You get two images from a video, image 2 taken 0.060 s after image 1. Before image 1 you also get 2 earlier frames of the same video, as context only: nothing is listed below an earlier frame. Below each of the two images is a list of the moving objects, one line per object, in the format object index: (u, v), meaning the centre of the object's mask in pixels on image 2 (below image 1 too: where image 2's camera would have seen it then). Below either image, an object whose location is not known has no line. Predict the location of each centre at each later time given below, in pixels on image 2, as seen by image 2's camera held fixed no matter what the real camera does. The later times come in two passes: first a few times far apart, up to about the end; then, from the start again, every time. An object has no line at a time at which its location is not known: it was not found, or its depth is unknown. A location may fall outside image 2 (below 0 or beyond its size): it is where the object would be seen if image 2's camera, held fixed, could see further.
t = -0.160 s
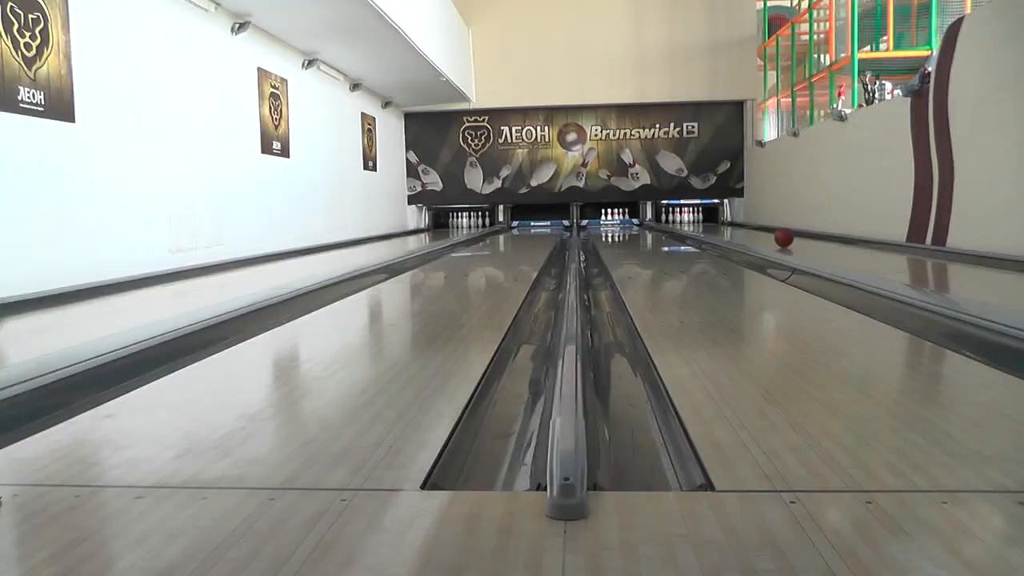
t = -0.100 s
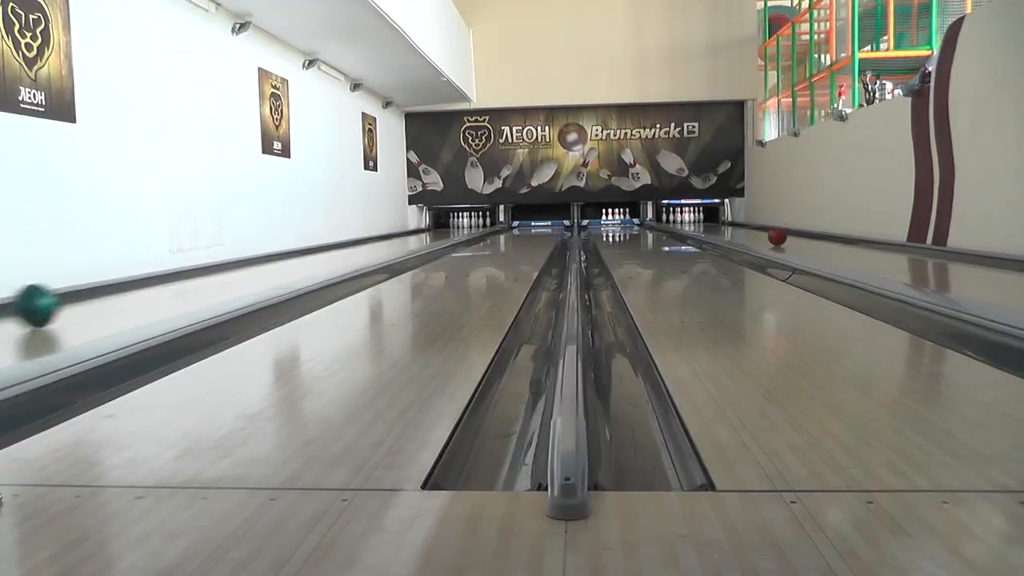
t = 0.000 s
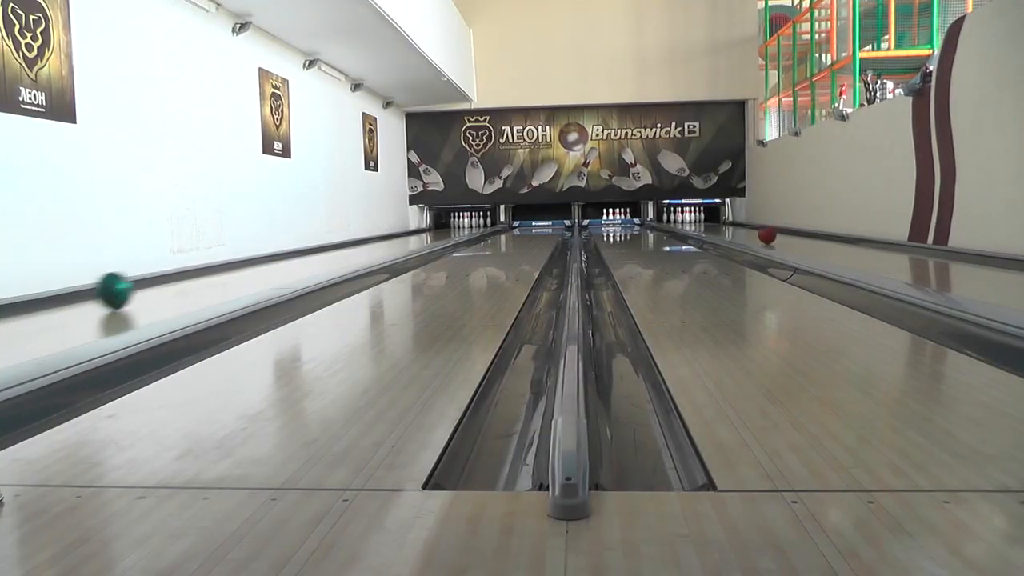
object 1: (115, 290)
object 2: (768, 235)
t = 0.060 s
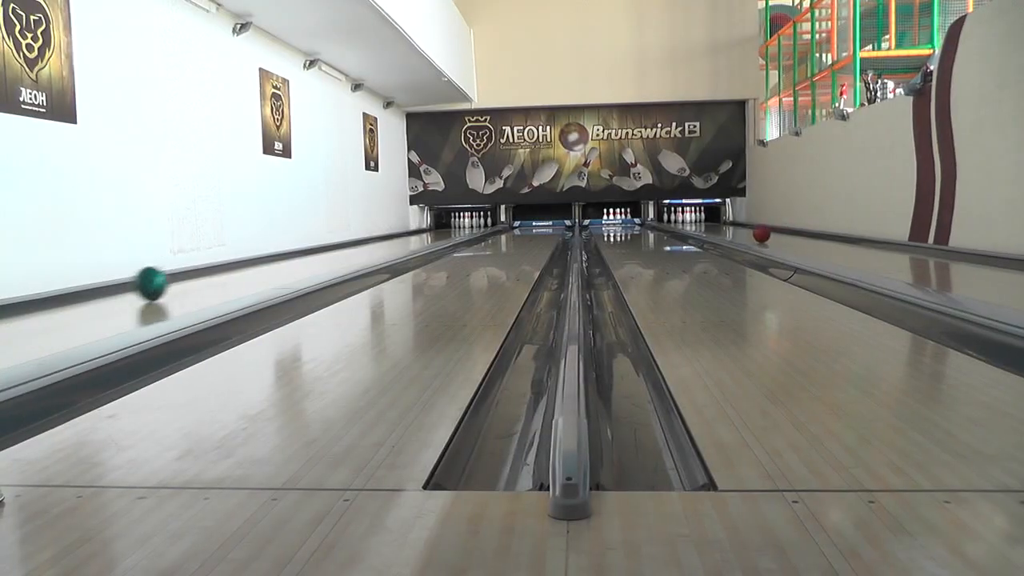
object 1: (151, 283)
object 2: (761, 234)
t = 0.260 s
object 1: (239, 266)
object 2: (743, 232)
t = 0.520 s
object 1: (311, 252)
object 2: (723, 229)
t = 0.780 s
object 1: (357, 244)
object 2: (704, 228)
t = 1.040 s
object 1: (390, 238)
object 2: (696, 227)
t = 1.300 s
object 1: (414, 234)
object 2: (688, 225)
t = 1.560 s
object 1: (433, 230)
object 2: (683, 224)
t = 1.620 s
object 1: (437, 229)
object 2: (681, 224)
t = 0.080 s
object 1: (162, 281)
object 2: (760, 233)
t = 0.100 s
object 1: (172, 279)
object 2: (758, 233)
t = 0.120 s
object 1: (182, 277)
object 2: (755, 233)
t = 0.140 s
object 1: (191, 275)
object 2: (753, 232)
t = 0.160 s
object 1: (200, 274)
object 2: (751, 232)
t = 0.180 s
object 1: (208, 272)
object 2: (750, 232)
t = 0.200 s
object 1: (216, 270)
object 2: (749, 232)
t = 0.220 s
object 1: (224, 269)
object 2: (746, 232)
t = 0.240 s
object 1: (231, 267)
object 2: (745, 232)
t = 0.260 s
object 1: (239, 266)
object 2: (743, 232)
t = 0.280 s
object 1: (245, 265)
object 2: (741, 232)
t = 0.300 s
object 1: (253, 263)
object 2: (739, 231)
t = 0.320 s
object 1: (258, 262)
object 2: (738, 230)
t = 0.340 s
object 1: (265, 261)
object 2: (736, 231)
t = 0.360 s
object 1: (270, 260)
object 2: (735, 230)
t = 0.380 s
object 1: (276, 259)
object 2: (733, 230)
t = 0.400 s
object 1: (281, 258)
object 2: (731, 230)
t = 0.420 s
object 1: (287, 257)
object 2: (729, 229)
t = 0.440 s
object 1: (292, 256)
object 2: (728, 229)
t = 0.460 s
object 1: (296, 255)
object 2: (727, 229)
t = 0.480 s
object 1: (302, 254)
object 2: (726, 229)
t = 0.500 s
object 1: (306, 253)
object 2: (724, 229)
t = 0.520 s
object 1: (311, 252)
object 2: (723, 229)
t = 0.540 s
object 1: (315, 252)
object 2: (721, 229)
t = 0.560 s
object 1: (319, 251)
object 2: (720, 228)
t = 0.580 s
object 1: (323, 250)
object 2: (719, 228)
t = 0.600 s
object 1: (327, 249)
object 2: (718, 228)
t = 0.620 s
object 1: (331, 249)
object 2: (717, 228)
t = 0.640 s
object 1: (334, 248)
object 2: (715, 228)
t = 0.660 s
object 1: (338, 247)
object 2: (714, 228)
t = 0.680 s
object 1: (342, 246)
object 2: (713, 228)
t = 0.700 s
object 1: (345, 246)
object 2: (713, 228)
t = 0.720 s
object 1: (349, 245)
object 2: (708, 229)
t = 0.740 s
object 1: (351, 245)
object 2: (707, 229)
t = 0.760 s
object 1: (354, 244)
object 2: (707, 229)
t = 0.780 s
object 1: (357, 244)
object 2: (704, 228)
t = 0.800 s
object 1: (361, 243)
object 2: (703, 228)
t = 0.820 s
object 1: (363, 243)
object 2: (703, 228)
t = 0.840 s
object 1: (366, 243)
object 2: (703, 228)
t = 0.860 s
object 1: (368, 242)
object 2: (703, 228)
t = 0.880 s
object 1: (371, 242)
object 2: (703, 228)
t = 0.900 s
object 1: (374, 241)
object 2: (702, 228)
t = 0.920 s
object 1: (377, 241)
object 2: (701, 228)
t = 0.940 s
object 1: (379, 240)
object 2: (701, 227)
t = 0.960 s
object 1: (381, 240)
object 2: (700, 227)
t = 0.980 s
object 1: (384, 239)
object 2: (699, 227)
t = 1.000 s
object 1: (386, 239)
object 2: (697, 227)
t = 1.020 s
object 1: (388, 239)
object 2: (696, 227)
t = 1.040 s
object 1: (390, 238)
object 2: (696, 227)
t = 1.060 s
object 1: (392, 238)
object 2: (695, 227)
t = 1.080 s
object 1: (394, 238)
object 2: (695, 227)
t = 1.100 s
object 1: (396, 237)
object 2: (695, 227)
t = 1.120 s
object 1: (399, 237)
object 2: (694, 227)
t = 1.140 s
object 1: (400, 236)
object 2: (694, 226)
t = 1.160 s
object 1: (402, 236)
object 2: (693, 226)
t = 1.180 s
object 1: (404, 236)
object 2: (692, 226)
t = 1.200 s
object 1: (406, 236)
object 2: (692, 226)
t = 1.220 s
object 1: (407, 235)
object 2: (692, 226)
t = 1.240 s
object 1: (409, 235)
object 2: (691, 226)
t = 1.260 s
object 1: (411, 235)
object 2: (689, 226)
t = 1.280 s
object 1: (412, 234)
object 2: (689, 225)
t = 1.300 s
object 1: (414, 234)
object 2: (688, 225)
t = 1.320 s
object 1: (416, 234)
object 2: (688, 225)
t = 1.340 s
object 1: (418, 234)
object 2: (687, 225)
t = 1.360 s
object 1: (419, 233)
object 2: (686, 225)
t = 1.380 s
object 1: (421, 233)
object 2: (686, 225)
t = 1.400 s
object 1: (422, 233)
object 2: (686, 225)
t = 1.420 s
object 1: (424, 232)
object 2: (686, 225)
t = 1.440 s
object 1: (425, 232)
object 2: (685, 225)
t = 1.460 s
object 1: (425, 232)
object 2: (684, 225)
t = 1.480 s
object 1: (427, 232)
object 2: (684, 225)
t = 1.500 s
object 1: (429, 231)
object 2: (684, 224)
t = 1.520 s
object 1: (430, 231)
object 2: (684, 224)
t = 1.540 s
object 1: (431, 230)
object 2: (683, 224)
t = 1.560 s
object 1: (433, 230)
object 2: (683, 224)
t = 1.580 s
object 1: (434, 231)
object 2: (682, 224)
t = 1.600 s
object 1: (434, 230)
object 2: (681, 224)
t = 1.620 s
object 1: (437, 229)
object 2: (681, 224)
